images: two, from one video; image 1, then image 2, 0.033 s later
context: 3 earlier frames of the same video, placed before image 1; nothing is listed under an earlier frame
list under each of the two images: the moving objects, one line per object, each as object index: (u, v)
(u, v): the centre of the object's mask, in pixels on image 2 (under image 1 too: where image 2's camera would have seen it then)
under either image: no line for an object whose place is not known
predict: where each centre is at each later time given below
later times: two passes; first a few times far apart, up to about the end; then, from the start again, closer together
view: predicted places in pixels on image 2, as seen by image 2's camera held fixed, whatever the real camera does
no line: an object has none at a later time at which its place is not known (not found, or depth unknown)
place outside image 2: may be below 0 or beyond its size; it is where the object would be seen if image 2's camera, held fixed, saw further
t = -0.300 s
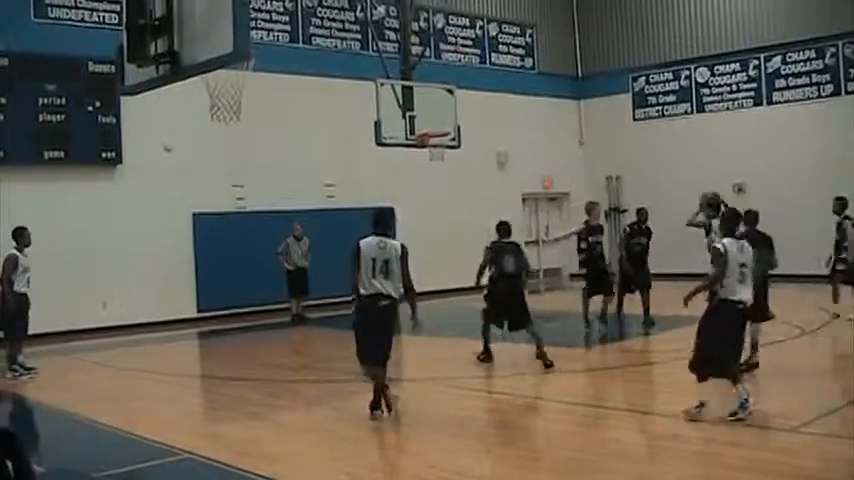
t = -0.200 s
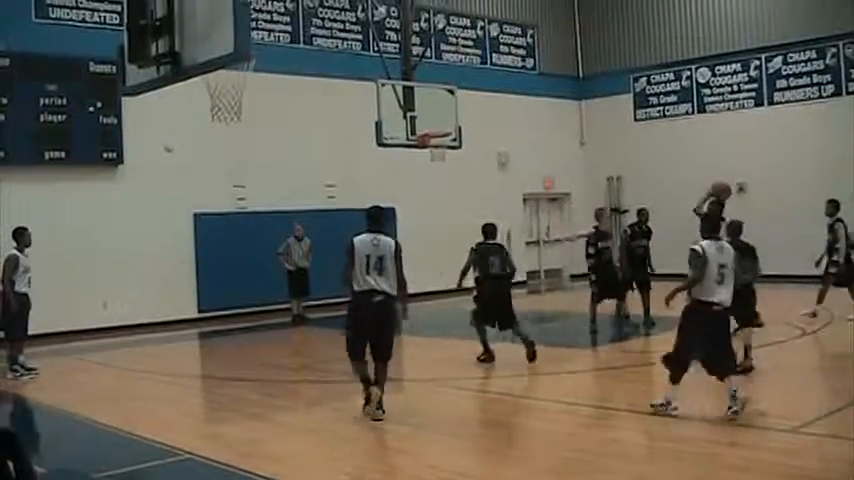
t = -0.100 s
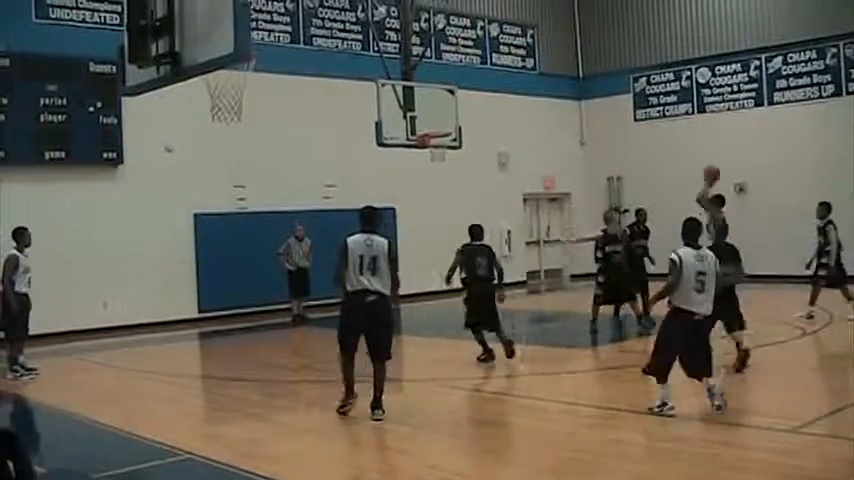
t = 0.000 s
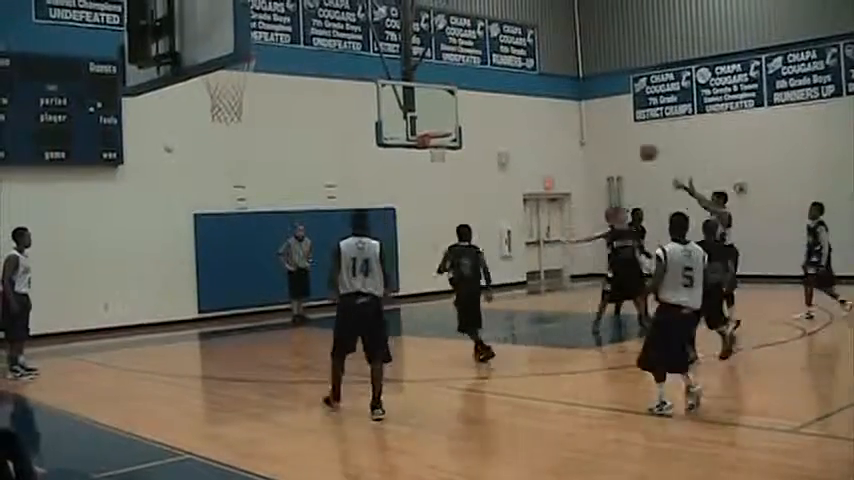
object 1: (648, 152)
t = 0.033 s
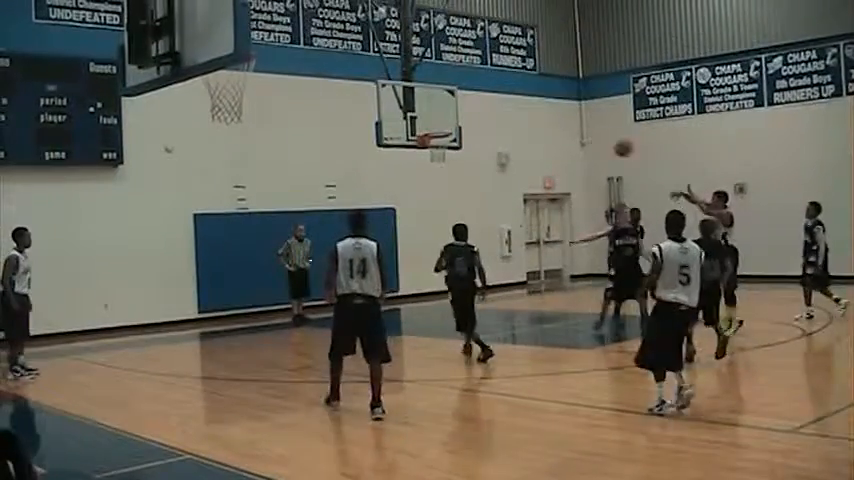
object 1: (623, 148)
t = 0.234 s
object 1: (473, 138)
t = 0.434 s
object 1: (319, 157)
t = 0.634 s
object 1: (168, 205)
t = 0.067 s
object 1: (598, 144)
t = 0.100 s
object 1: (574, 141)
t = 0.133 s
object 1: (548, 139)
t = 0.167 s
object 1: (522, 138)
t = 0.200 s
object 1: (497, 138)
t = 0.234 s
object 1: (473, 138)
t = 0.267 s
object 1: (446, 138)
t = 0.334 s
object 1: (396, 144)
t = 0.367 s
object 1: (370, 148)
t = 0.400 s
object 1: (345, 152)
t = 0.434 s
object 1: (319, 157)
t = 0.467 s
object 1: (294, 164)
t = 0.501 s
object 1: (268, 170)
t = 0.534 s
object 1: (243, 178)
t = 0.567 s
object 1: (218, 186)
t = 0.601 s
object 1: (192, 194)
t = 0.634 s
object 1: (168, 205)
